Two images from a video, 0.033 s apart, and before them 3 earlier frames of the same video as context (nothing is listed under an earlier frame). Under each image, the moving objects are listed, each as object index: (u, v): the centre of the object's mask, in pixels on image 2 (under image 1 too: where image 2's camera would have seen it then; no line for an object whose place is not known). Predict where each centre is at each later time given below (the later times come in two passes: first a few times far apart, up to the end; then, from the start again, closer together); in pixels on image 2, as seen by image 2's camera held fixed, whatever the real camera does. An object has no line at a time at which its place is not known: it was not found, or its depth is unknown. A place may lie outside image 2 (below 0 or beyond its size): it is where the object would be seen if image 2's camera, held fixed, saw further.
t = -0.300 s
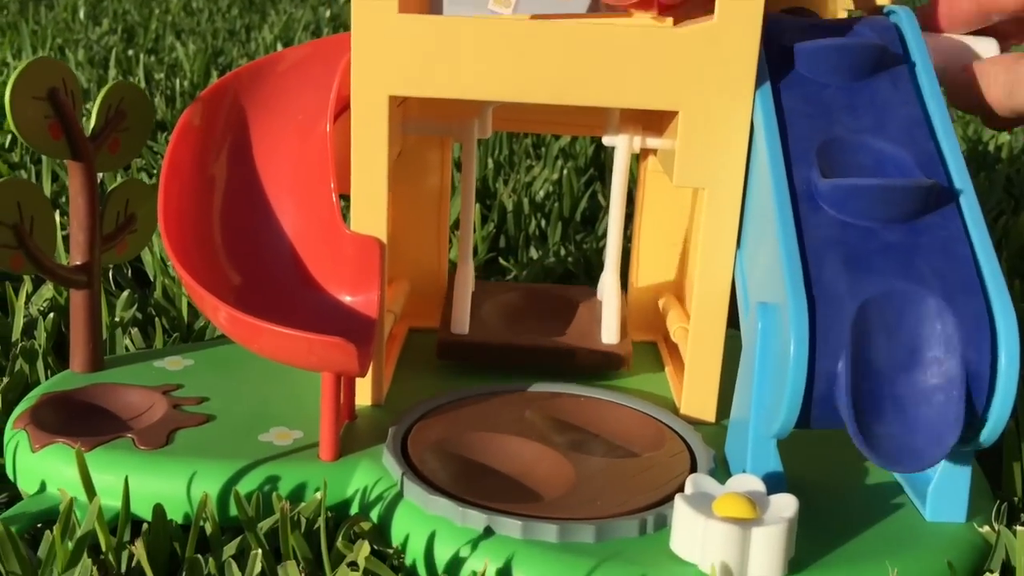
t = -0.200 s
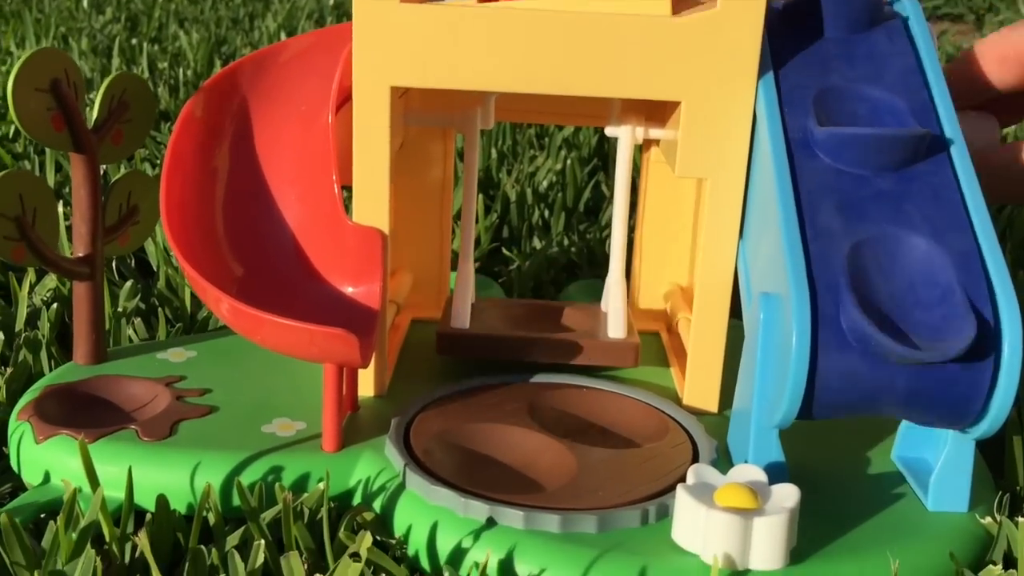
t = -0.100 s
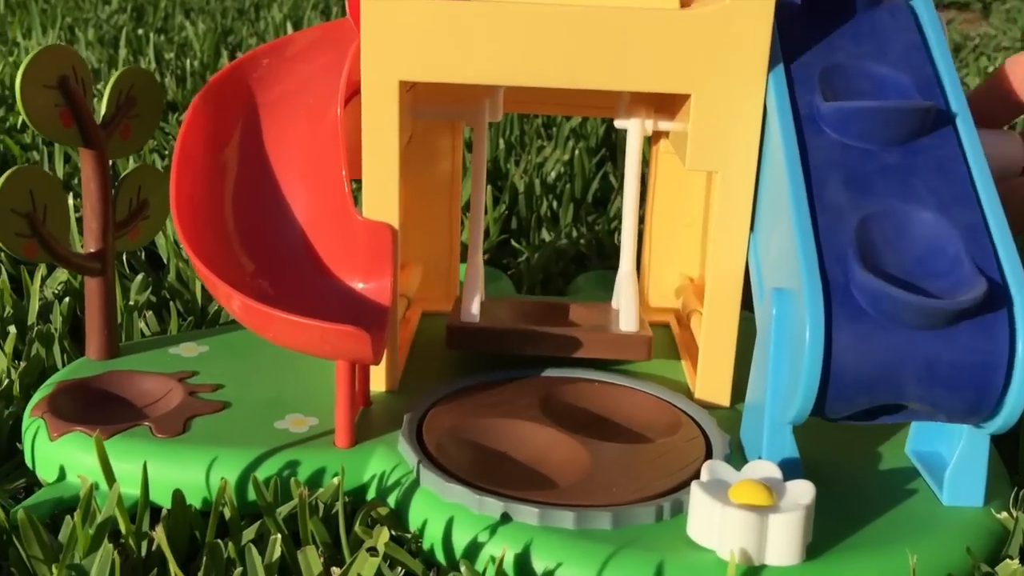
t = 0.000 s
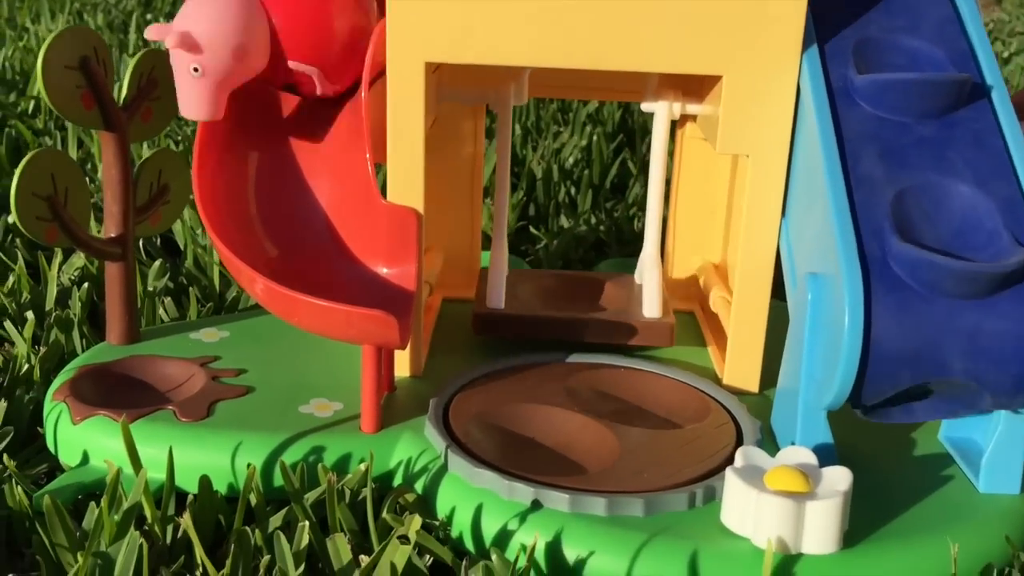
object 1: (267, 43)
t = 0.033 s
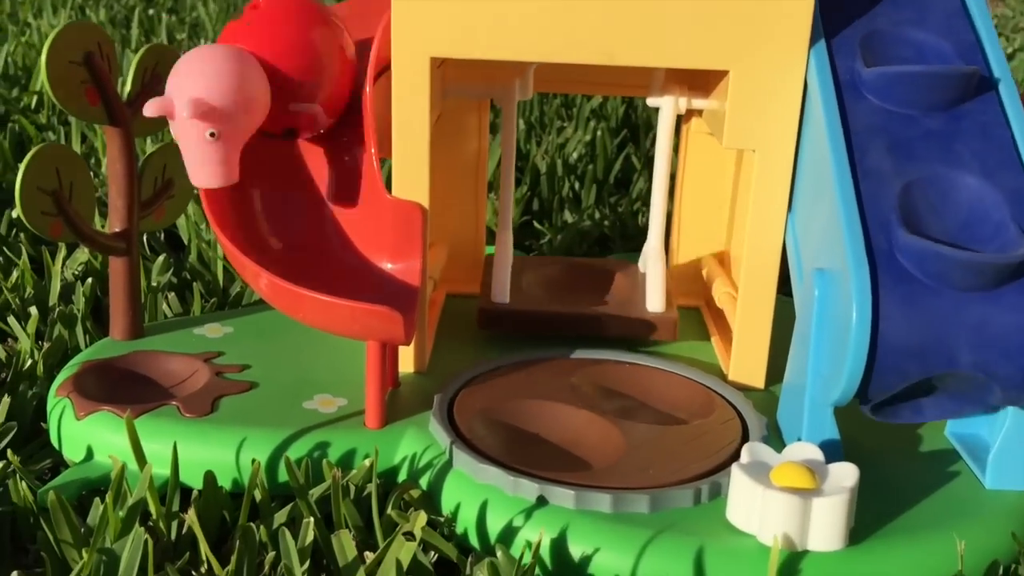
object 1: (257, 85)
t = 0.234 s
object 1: (500, 261)
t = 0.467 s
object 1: (588, 313)
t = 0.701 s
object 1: (527, 344)
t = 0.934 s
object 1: (526, 348)
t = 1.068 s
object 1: (554, 337)
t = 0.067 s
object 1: (266, 152)
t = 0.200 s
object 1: (462, 236)
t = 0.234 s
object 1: (500, 261)
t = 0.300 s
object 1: (556, 313)
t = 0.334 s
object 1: (571, 317)
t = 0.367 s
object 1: (580, 317)
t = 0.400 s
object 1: (587, 315)
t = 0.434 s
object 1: (589, 313)
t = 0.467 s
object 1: (588, 313)
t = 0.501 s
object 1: (582, 317)
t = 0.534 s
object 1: (567, 331)
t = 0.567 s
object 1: (538, 353)
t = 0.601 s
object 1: (514, 355)
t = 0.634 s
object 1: (504, 356)
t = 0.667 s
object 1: (510, 355)
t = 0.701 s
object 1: (527, 344)
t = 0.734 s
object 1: (546, 329)
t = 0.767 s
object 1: (554, 334)
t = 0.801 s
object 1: (550, 342)
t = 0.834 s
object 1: (544, 347)
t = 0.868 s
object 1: (535, 351)
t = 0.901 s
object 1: (530, 352)
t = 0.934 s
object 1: (526, 348)
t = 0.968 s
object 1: (522, 343)
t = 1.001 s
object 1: (529, 337)
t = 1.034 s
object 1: (544, 335)
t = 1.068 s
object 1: (554, 337)
